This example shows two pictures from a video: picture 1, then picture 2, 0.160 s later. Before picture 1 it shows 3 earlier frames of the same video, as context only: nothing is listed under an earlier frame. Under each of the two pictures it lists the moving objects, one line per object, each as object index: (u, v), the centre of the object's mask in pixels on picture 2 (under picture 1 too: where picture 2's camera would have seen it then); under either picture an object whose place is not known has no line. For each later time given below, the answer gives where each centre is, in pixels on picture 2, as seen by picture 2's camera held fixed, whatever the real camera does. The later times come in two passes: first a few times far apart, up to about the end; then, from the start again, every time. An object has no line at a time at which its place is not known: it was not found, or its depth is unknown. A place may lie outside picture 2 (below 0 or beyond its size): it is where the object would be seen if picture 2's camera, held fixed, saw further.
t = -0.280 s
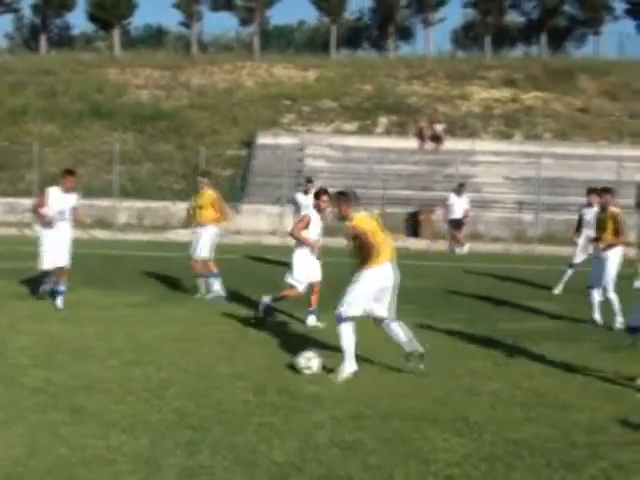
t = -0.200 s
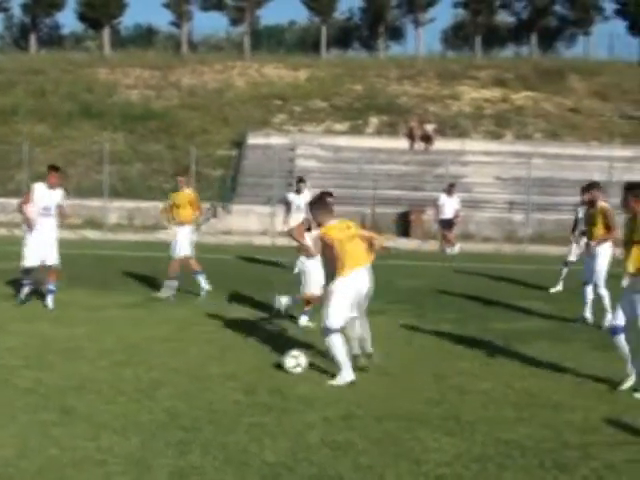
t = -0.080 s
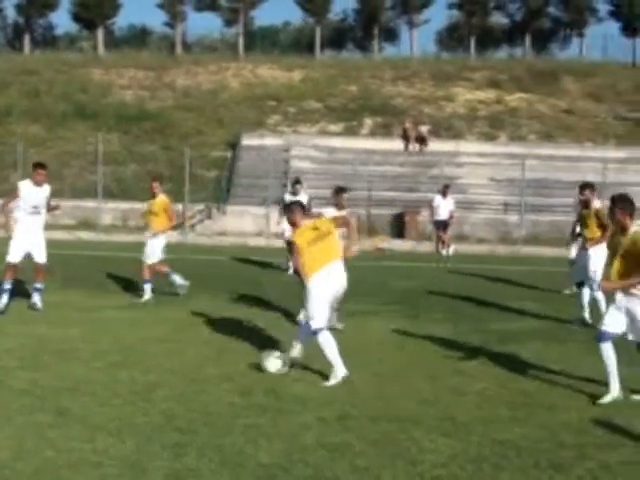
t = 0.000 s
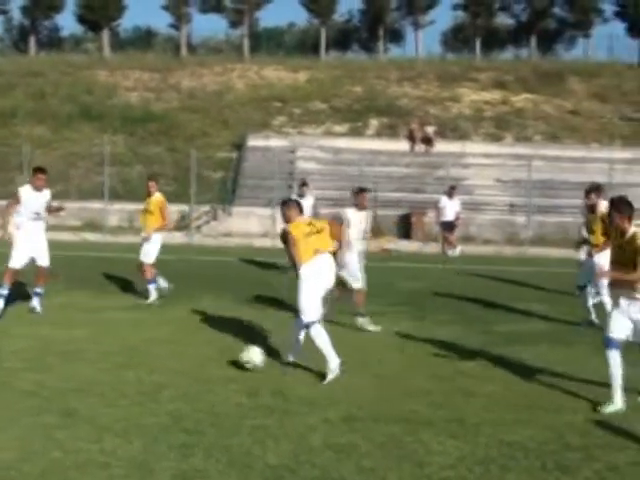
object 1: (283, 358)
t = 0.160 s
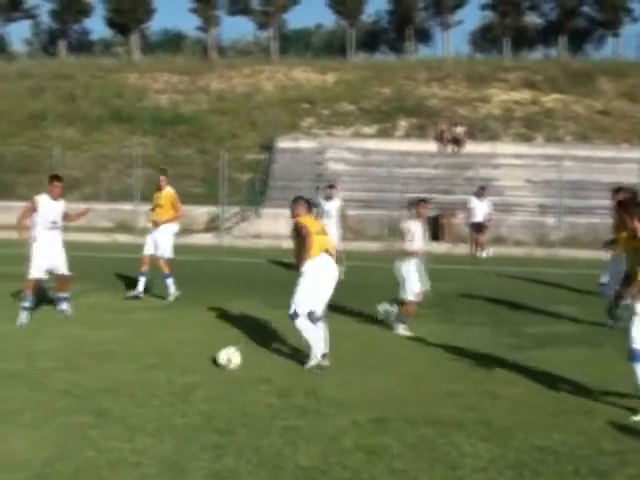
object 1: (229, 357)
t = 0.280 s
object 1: (199, 350)
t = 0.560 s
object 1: (137, 342)
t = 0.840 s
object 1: (84, 334)
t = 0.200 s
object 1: (219, 354)
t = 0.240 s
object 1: (209, 351)
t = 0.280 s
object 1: (199, 350)
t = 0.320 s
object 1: (190, 350)
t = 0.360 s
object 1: (181, 350)
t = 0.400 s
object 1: (171, 347)
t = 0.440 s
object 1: (163, 344)
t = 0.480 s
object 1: (154, 343)
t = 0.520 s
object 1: (145, 343)
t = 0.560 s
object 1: (137, 342)
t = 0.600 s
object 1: (130, 341)
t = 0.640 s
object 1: (121, 339)
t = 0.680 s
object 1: (114, 338)
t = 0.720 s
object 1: (106, 337)
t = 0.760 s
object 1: (98, 336)
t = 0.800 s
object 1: (91, 335)
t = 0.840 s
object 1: (84, 334)
